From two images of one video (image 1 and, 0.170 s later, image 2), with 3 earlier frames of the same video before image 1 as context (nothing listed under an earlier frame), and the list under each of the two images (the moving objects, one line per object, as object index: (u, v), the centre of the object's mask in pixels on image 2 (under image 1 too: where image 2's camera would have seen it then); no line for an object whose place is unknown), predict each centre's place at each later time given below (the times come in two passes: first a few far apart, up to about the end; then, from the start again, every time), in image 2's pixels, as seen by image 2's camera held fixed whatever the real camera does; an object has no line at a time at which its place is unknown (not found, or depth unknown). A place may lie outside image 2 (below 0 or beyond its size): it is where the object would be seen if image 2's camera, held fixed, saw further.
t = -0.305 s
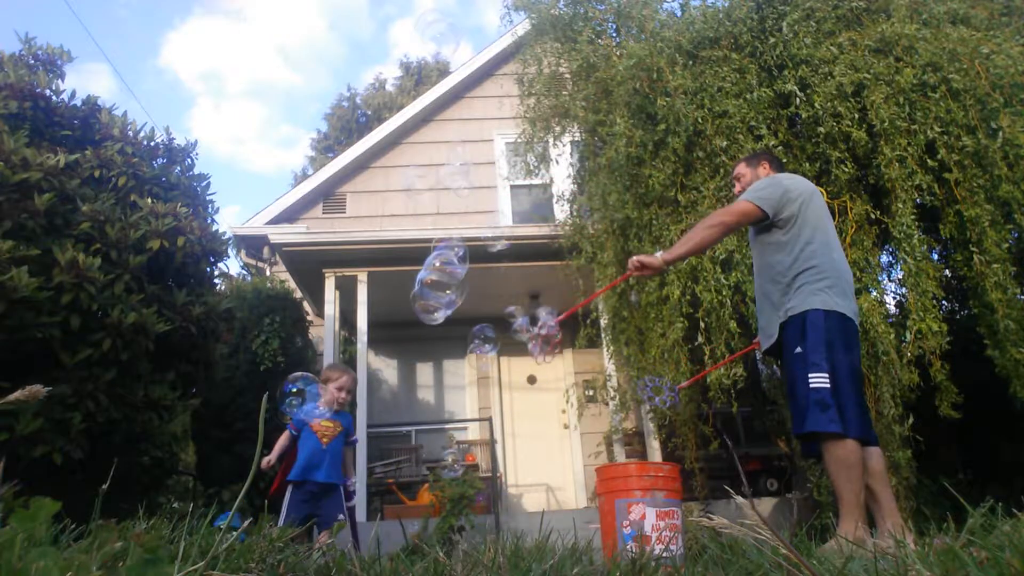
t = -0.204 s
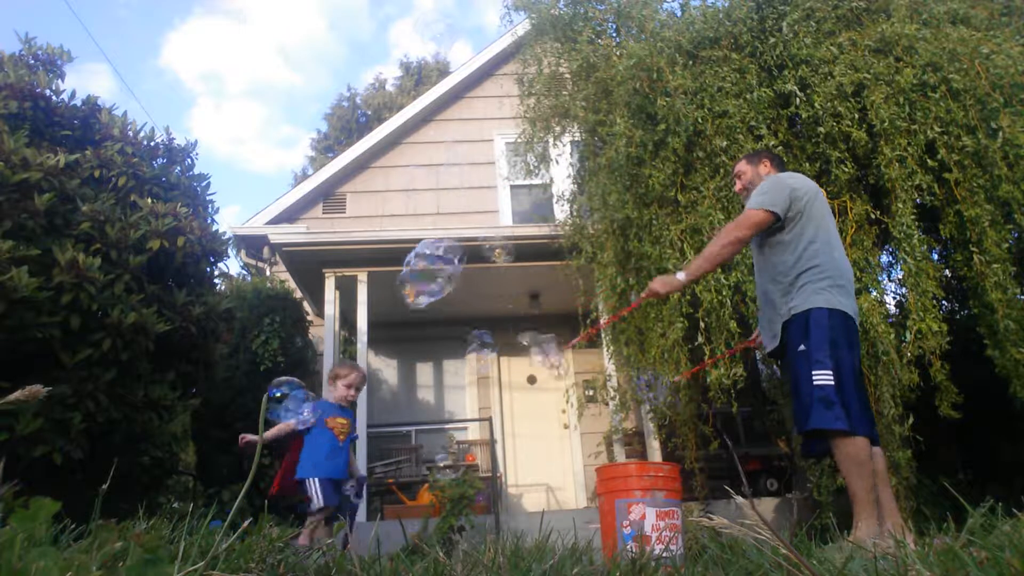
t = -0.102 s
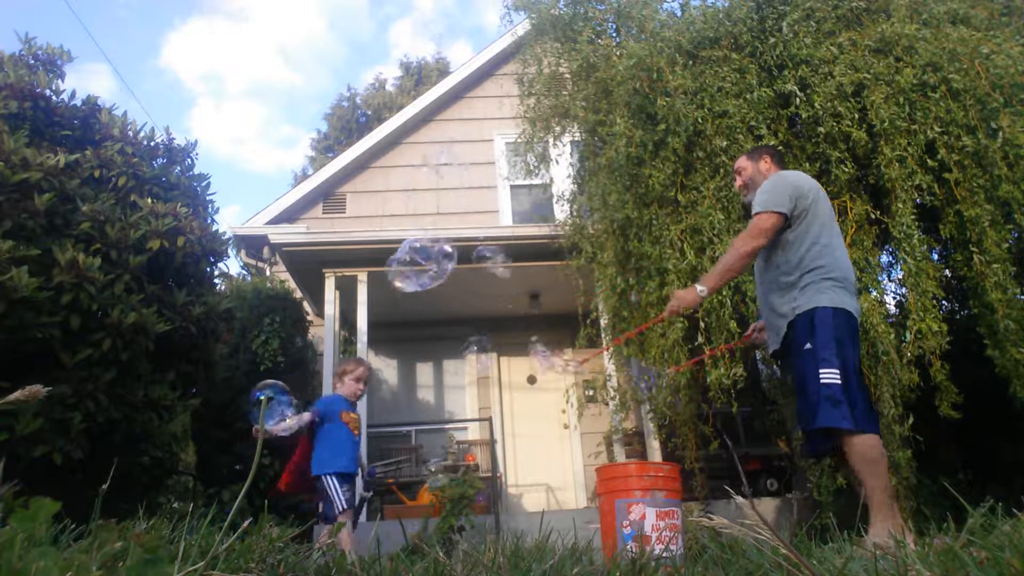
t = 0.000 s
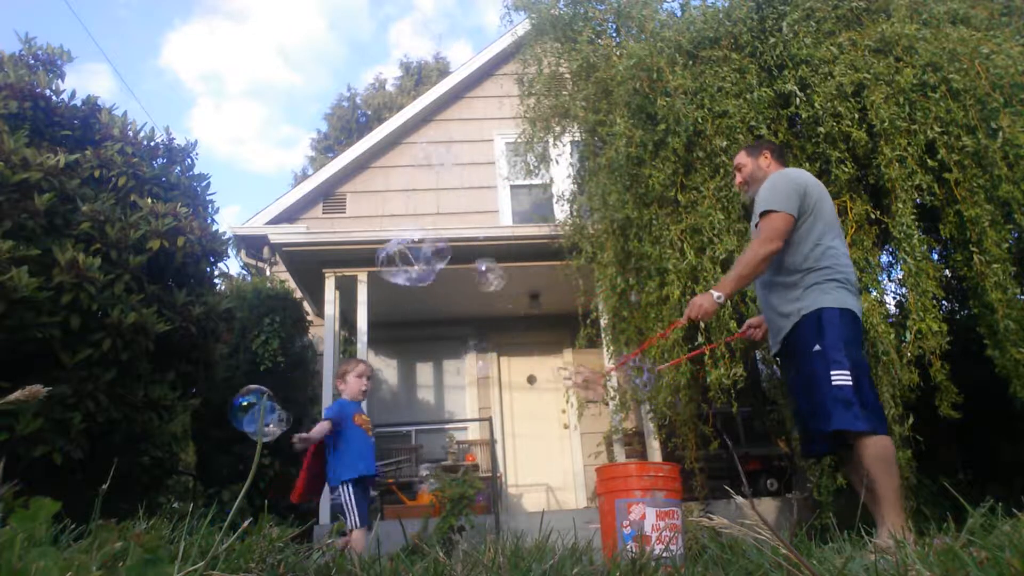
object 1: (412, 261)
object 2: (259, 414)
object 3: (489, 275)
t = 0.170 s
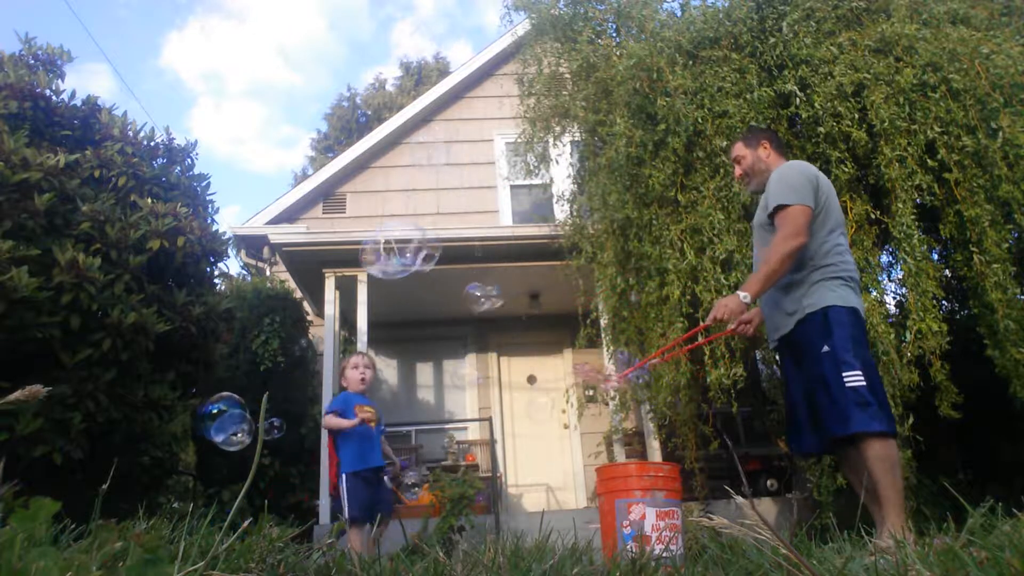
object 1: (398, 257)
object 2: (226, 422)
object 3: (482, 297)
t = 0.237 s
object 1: (394, 249)
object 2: (215, 425)
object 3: (480, 305)
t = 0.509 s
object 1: (372, 246)
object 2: (163, 439)
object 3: (465, 333)
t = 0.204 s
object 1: (395, 257)
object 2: (221, 424)
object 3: (481, 301)
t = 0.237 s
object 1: (394, 249)
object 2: (215, 425)
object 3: (480, 305)
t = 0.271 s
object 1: (392, 248)
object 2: (209, 427)
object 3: (478, 308)
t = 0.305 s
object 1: (390, 247)
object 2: (203, 429)
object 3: (476, 312)
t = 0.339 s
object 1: (388, 247)
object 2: (196, 430)
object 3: (474, 316)
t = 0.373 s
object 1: (385, 247)
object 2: (191, 432)
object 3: (472, 320)
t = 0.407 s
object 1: (382, 248)
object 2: (183, 433)
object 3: (471, 323)
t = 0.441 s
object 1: (380, 247)
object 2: (176, 435)
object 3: (468, 326)
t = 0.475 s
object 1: (375, 246)
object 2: (170, 437)
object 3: (466, 330)
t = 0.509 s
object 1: (372, 246)
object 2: (163, 439)
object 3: (465, 333)
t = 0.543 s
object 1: (368, 245)
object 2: (155, 441)
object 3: (462, 335)
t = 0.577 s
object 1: (366, 245)
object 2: (149, 442)
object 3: (460, 338)
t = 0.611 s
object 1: (362, 244)
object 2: (142, 444)
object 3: (458, 341)
